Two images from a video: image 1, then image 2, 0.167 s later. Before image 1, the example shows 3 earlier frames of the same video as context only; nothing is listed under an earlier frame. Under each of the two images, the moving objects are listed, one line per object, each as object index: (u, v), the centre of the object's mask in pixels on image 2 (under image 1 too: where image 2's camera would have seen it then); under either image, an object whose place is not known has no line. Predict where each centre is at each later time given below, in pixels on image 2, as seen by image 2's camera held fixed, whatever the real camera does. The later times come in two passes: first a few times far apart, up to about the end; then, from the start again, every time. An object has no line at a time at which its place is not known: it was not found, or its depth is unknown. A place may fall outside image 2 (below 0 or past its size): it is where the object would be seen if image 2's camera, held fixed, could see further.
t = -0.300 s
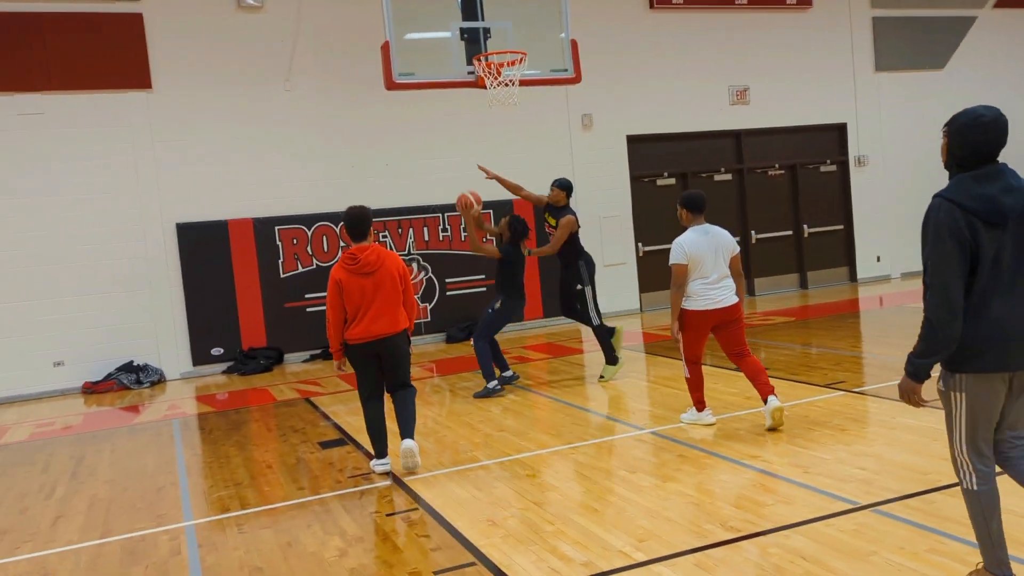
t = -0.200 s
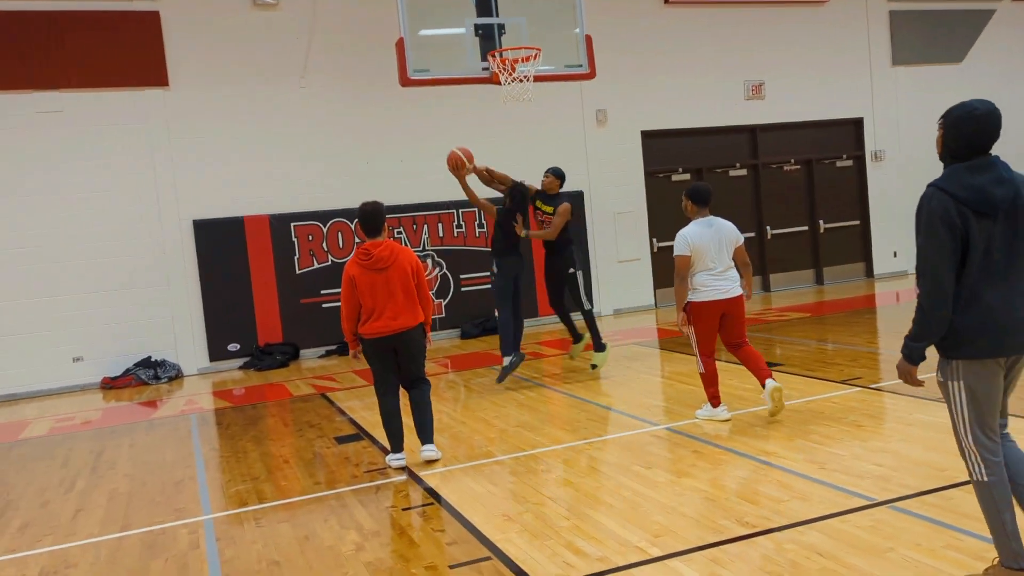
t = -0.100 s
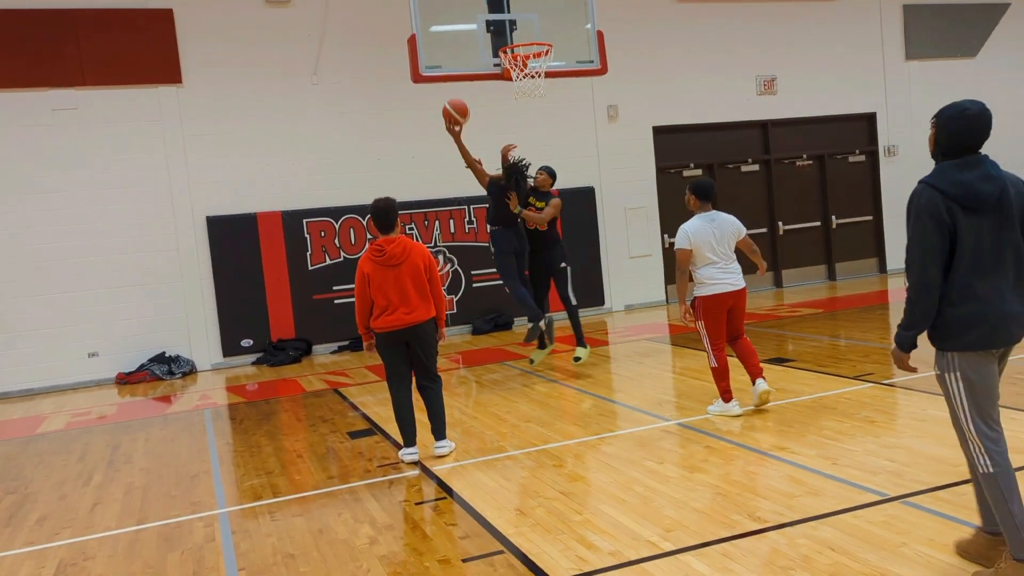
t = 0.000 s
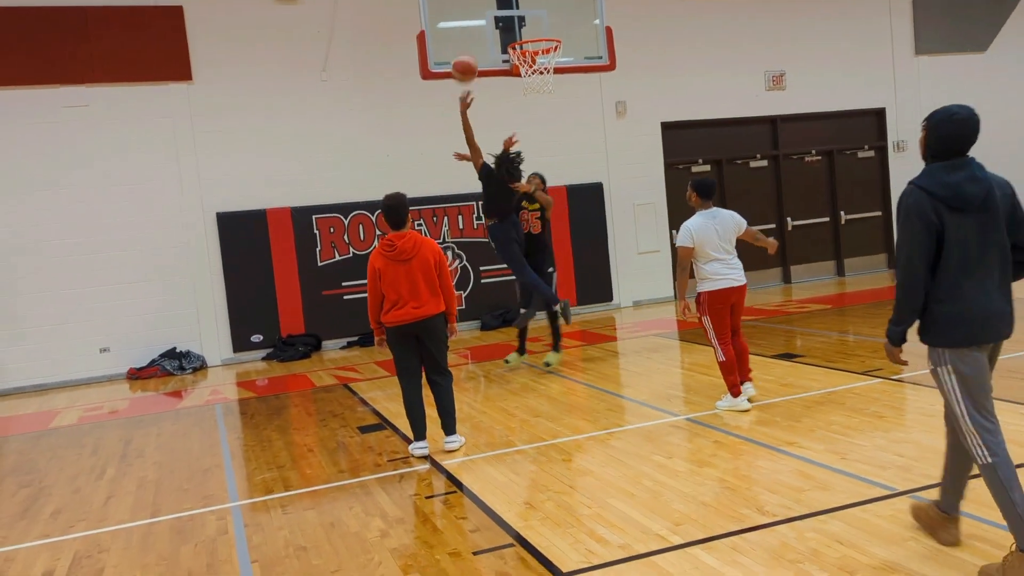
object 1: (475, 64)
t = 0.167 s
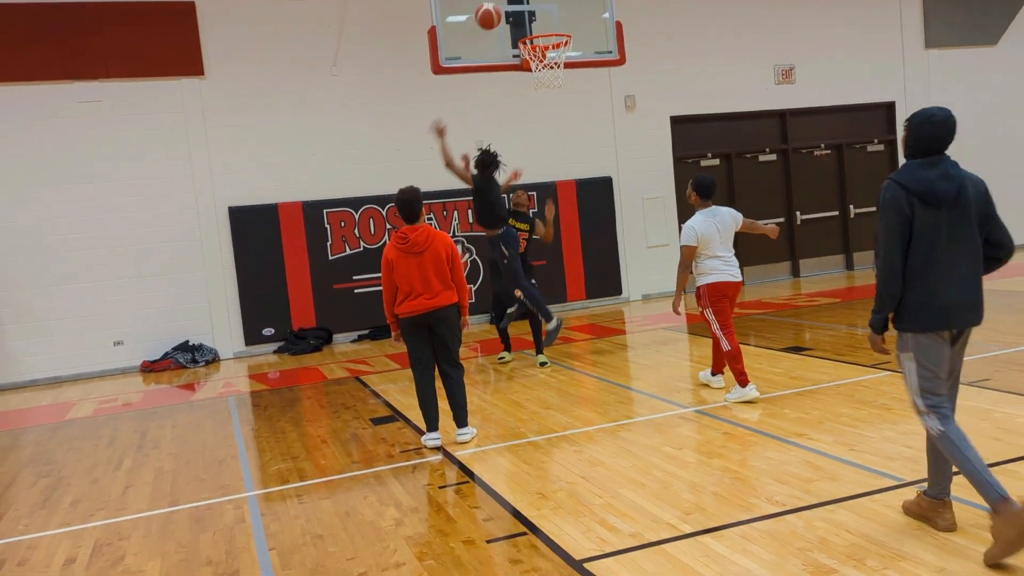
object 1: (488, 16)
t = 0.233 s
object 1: (494, 10)
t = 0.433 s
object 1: (520, 16)
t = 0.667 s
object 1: (553, 49)
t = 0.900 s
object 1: (562, 89)
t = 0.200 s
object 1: (491, 12)
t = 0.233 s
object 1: (494, 10)
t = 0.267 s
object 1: (498, 9)
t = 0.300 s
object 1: (502, 10)
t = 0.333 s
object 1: (506, 10)
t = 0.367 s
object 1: (512, 12)
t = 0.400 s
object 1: (515, 14)
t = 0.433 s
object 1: (520, 16)
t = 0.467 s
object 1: (525, 19)
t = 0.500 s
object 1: (530, 24)
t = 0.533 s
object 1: (535, 30)
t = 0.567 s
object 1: (540, 36)
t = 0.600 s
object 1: (543, 40)
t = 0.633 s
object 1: (548, 46)
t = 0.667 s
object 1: (553, 49)
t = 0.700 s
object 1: (558, 54)
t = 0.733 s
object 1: (562, 65)
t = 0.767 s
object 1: (563, 70)
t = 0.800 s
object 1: (563, 81)
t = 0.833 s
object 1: (562, 83)
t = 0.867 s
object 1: (562, 85)
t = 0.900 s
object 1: (562, 89)
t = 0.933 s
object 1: (562, 97)
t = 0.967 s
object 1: (562, 106)
